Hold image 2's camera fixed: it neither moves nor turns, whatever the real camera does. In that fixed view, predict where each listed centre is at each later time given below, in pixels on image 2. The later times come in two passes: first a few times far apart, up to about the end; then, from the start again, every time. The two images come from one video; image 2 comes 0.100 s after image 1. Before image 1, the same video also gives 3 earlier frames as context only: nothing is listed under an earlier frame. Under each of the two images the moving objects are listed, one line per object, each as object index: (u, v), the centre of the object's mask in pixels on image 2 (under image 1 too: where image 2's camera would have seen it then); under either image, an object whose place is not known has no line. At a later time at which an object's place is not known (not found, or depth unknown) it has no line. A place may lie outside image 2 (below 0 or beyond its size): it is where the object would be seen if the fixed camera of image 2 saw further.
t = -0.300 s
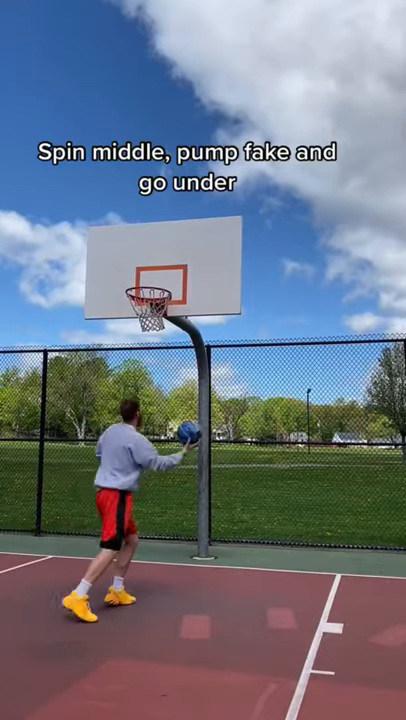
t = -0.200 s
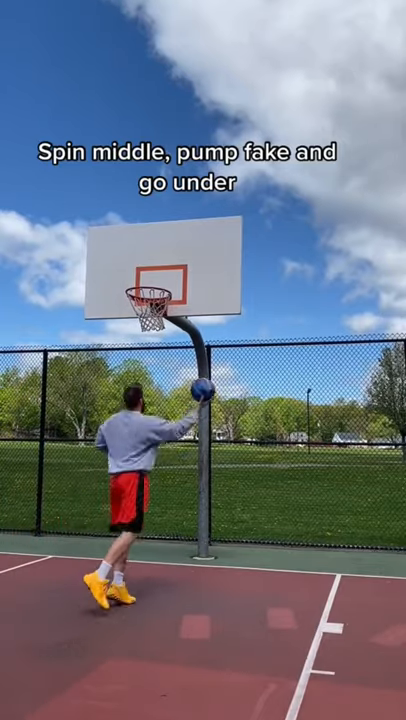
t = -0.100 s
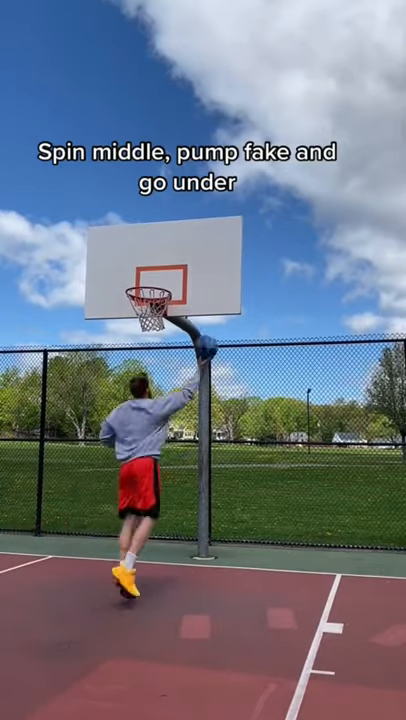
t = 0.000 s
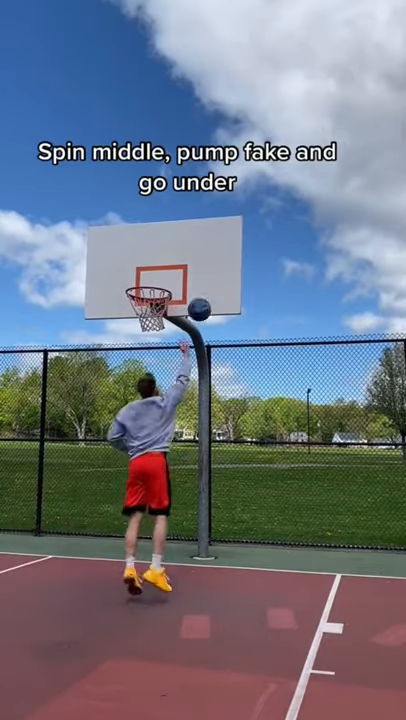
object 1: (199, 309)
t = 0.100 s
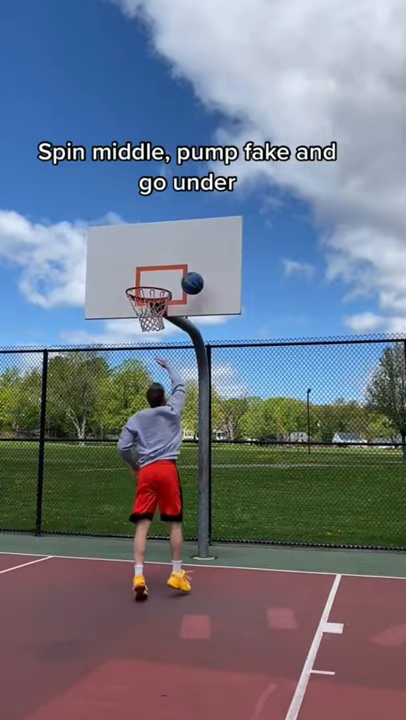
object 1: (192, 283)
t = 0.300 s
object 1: (176, 258)
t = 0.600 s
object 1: (145, 283)
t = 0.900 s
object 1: (148, 311)
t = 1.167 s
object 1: (148, 324)
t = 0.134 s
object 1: (190, 276)
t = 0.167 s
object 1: (188, 271)
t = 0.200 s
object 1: (186, 267)
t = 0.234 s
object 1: (182, 263)
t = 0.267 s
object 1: (179, 260)
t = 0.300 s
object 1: (176, 258)
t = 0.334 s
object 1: (172, 257)
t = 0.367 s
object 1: (169, 257)
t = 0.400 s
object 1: (165, 258)
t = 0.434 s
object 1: (161, 260)
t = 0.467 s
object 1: (158, 263)
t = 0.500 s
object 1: (154, 267)
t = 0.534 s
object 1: (150, 272)
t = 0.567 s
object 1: (146, 277)
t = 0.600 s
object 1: (145, 283)
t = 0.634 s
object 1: (147, 286)
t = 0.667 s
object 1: (150, 290)
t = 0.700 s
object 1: (151, 294)
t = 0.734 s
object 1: (151, 298)
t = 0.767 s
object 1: (150, 299)
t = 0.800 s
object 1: (149, 303)
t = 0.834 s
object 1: (150, 309)
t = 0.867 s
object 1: (149, 311)
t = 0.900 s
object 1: (148, 311)
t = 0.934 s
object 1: (146, 311)
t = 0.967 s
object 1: (146, 311)
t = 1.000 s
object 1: (145, 313)
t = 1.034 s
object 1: (144, 315)
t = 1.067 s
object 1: (145, 317)
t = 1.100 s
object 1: (146, 320)
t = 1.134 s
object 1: (147, 322)
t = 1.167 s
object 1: (148, 324)
